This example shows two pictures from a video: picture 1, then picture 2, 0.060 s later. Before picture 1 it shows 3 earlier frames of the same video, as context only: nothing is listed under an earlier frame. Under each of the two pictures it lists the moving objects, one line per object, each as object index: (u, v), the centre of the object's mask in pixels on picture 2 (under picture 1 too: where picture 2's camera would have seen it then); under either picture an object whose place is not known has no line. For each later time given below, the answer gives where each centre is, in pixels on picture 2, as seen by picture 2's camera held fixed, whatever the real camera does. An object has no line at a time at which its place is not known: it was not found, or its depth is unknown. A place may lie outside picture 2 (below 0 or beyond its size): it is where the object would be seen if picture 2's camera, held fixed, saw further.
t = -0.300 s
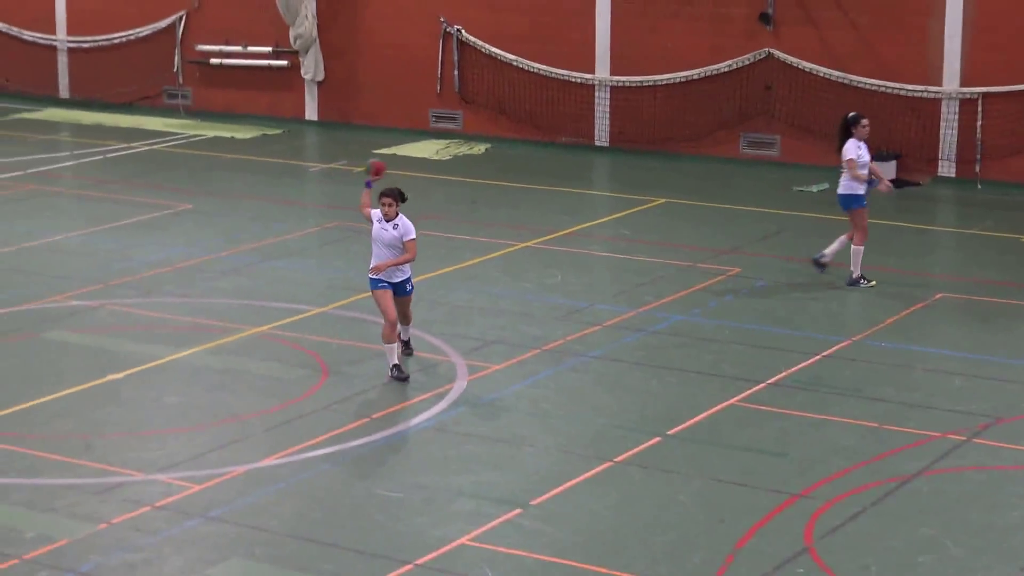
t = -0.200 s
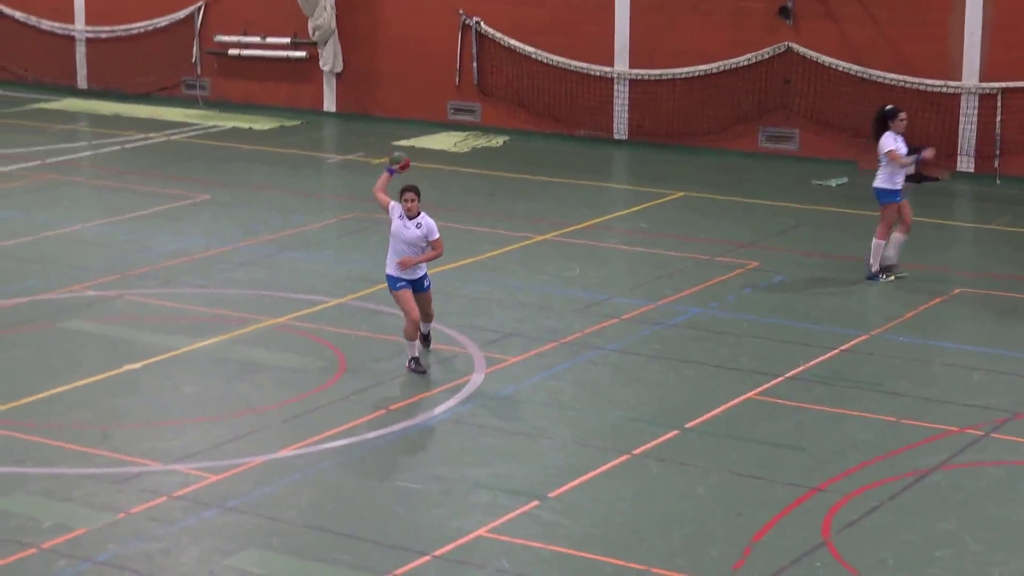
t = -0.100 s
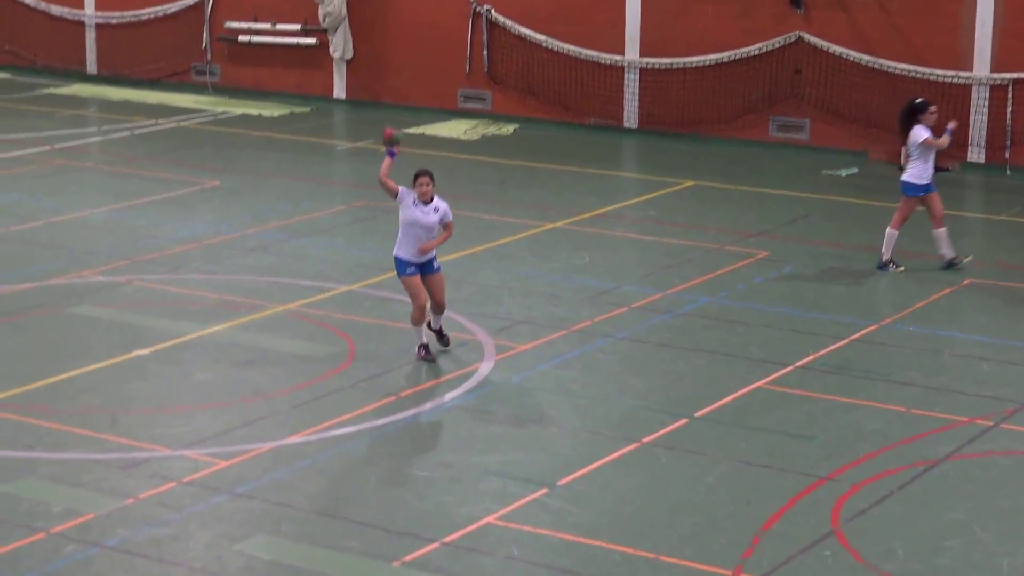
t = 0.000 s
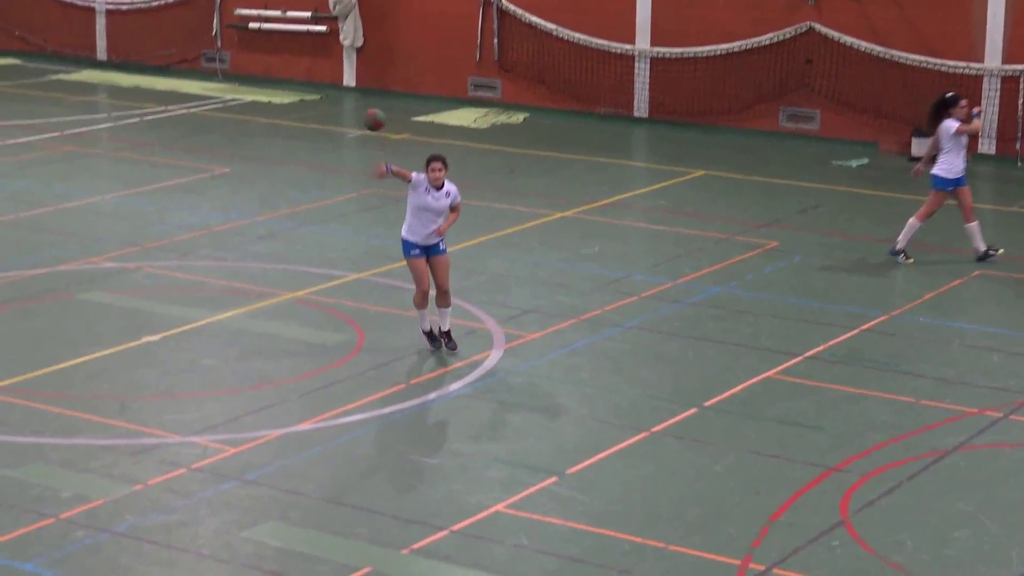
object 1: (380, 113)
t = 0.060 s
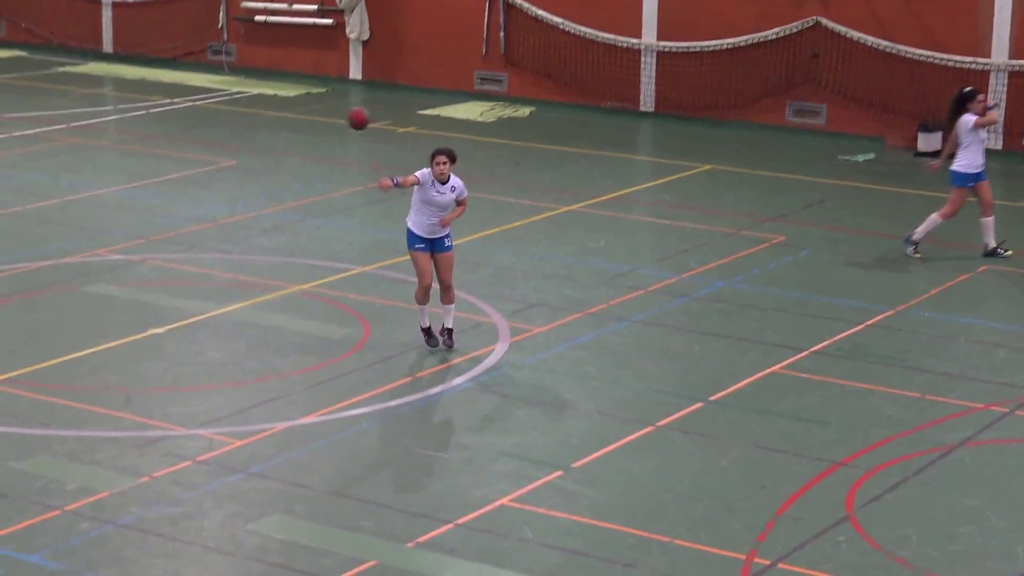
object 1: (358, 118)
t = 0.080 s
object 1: (351, 121)
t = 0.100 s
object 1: (343, 124)
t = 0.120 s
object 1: (336, 128)
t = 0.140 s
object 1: (328, 133)
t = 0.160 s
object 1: (318, 140)
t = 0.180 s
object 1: (308, 145)
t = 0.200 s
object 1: (299, 150)
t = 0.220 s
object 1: (290, 157)
